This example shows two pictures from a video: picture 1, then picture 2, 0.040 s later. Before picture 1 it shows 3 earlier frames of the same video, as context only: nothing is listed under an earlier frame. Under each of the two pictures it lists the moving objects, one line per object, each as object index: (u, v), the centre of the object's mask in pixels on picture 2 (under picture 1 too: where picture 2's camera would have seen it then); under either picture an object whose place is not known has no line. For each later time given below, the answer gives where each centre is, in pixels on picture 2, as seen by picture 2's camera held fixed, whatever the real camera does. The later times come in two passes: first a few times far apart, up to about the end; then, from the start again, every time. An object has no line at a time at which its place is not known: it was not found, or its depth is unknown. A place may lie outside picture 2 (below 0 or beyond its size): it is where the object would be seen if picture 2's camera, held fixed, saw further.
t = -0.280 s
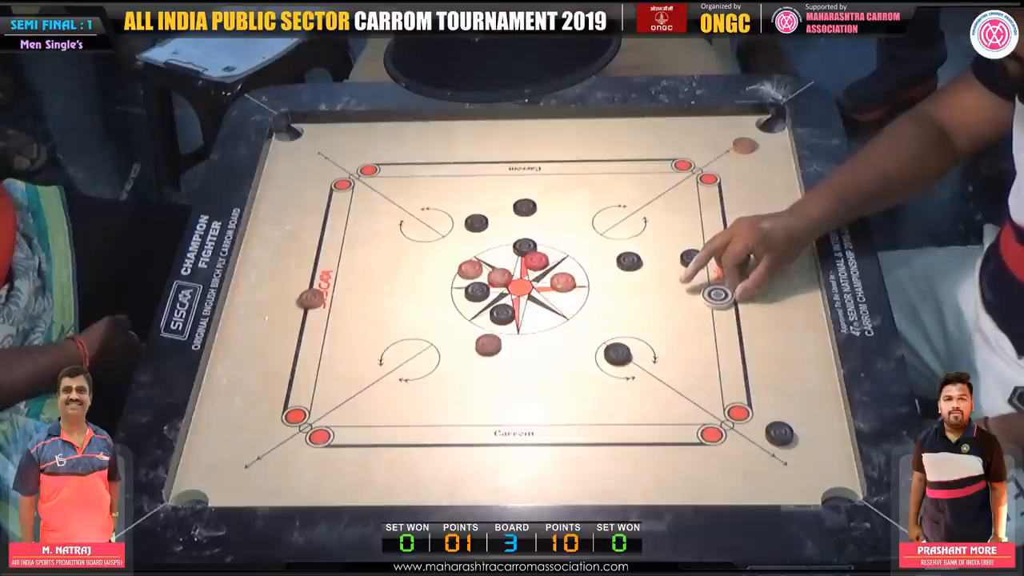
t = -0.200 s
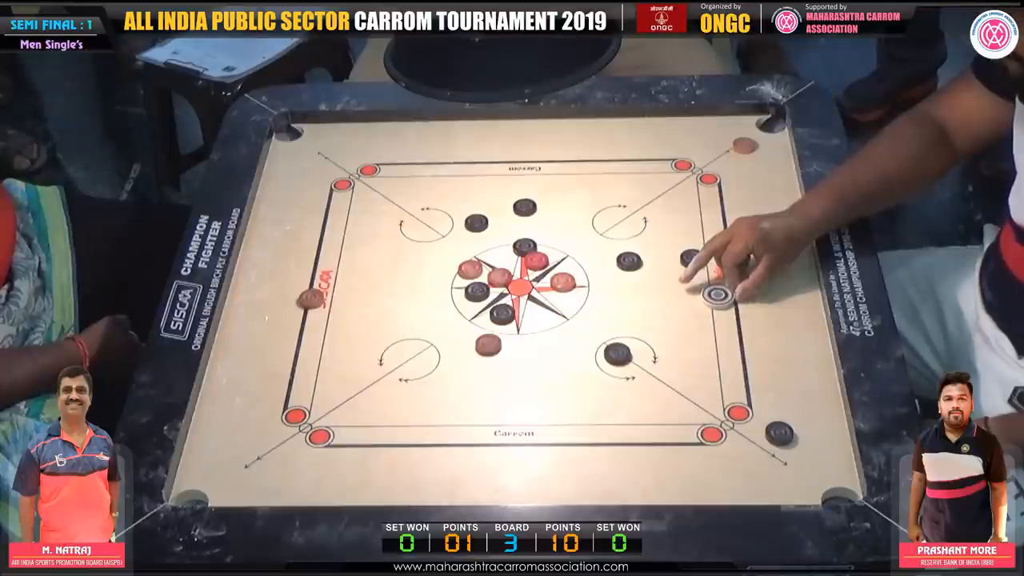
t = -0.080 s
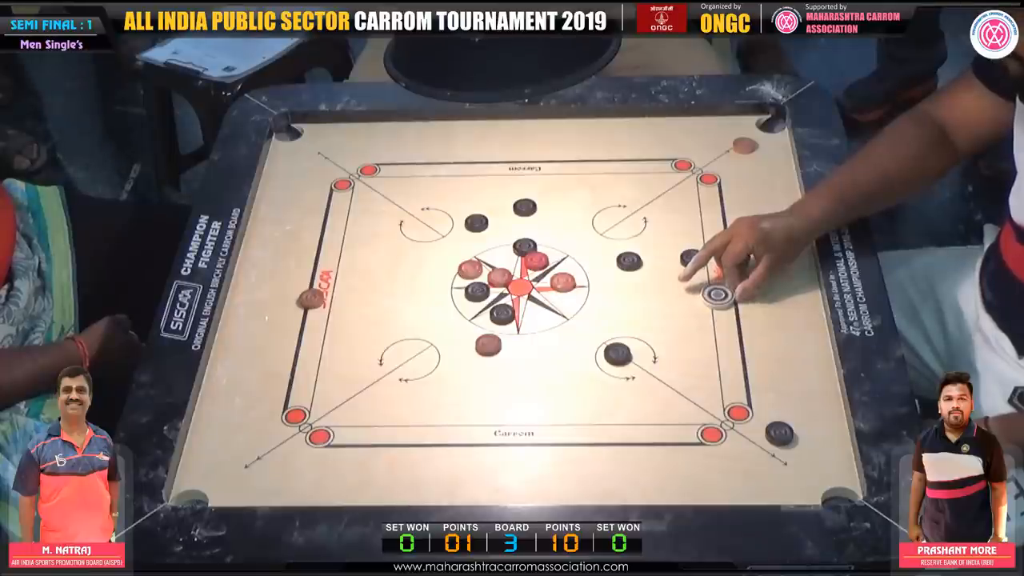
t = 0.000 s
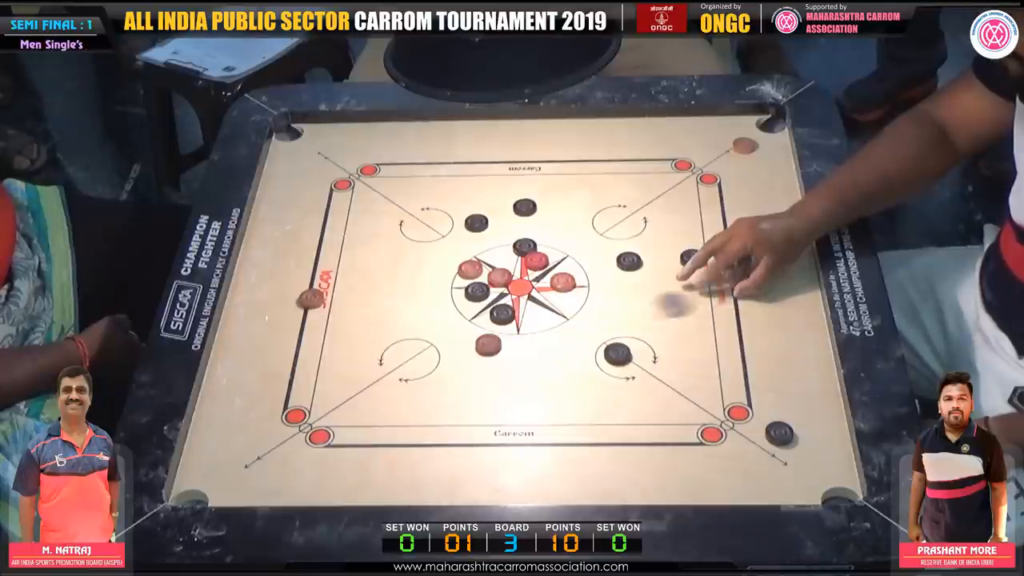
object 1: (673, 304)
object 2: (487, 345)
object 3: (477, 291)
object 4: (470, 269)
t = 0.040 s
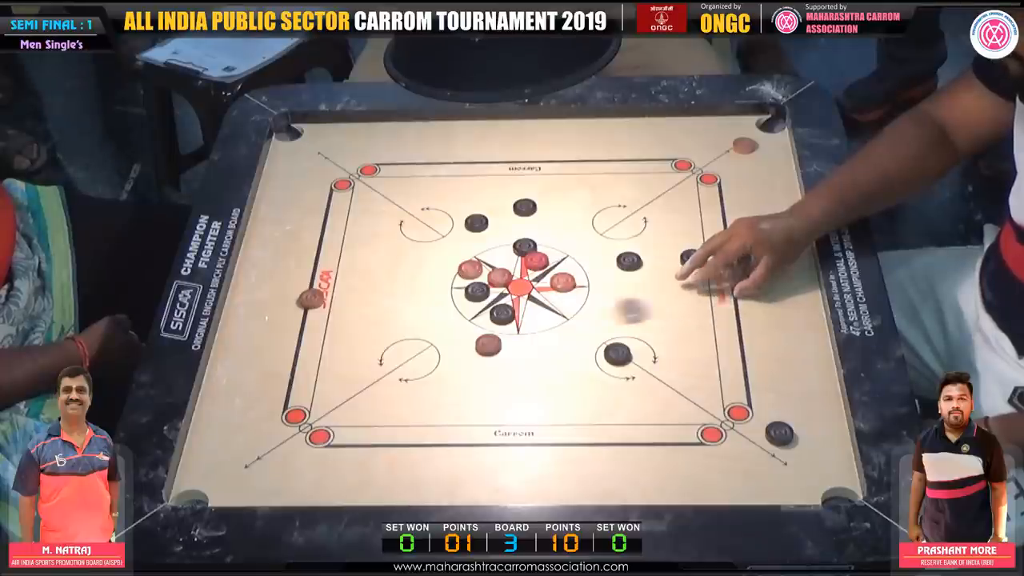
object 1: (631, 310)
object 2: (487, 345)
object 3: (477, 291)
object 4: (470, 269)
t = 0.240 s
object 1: (487, 337)
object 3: (467, 285)
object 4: (467, 255)
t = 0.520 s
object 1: (442, 347)
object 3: (464, 285)
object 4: (456, 232)
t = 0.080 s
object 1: (590, 317)
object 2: (487, 345)
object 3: (477, 291)
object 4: (470, 269)
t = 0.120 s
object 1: (549, 324)
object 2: (487, 345)
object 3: (477, 291)
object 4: (470, 269)
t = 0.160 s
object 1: (514, 331)
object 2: (487, 345)
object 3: (477, 291)
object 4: (470, 269)
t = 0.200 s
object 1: (499, 334)
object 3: (471, 285)
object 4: (469, 266)
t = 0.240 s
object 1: (487, 337)
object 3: (467, 285)
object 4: (467, 255)
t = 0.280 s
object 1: (476, 340)
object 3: (464, 285)
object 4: (466, 245)
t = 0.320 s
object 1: (467, 342)
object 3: (464, 285)
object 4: (464, 238)
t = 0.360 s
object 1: (459, 343)
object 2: (349, 420)
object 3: (464, 285)
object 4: (461, 235)
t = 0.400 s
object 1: (452, 345)
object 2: (325, 434)
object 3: (464, 285)
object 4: (458, 233)
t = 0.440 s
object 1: (447, 346)
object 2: (301, 447)
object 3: (464, 285)
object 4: (456, 232)
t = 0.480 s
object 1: (444, 347)
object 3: (464, 285)
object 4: (456, 232)
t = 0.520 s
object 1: (442, 347)
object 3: (464, 285)
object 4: (456, 232)
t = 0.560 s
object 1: (441, 348)
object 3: (464, 285)
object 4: (456, 232)
